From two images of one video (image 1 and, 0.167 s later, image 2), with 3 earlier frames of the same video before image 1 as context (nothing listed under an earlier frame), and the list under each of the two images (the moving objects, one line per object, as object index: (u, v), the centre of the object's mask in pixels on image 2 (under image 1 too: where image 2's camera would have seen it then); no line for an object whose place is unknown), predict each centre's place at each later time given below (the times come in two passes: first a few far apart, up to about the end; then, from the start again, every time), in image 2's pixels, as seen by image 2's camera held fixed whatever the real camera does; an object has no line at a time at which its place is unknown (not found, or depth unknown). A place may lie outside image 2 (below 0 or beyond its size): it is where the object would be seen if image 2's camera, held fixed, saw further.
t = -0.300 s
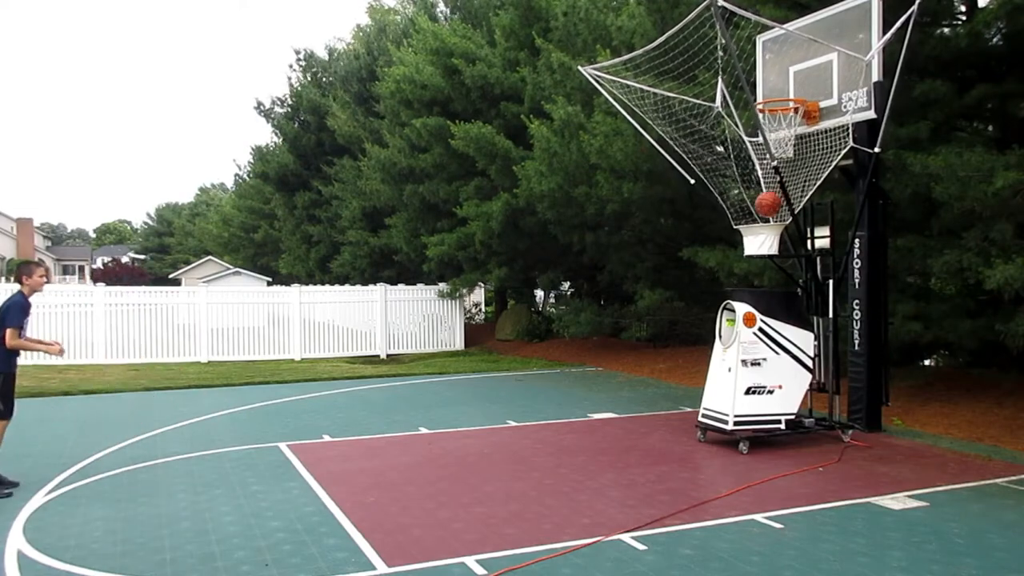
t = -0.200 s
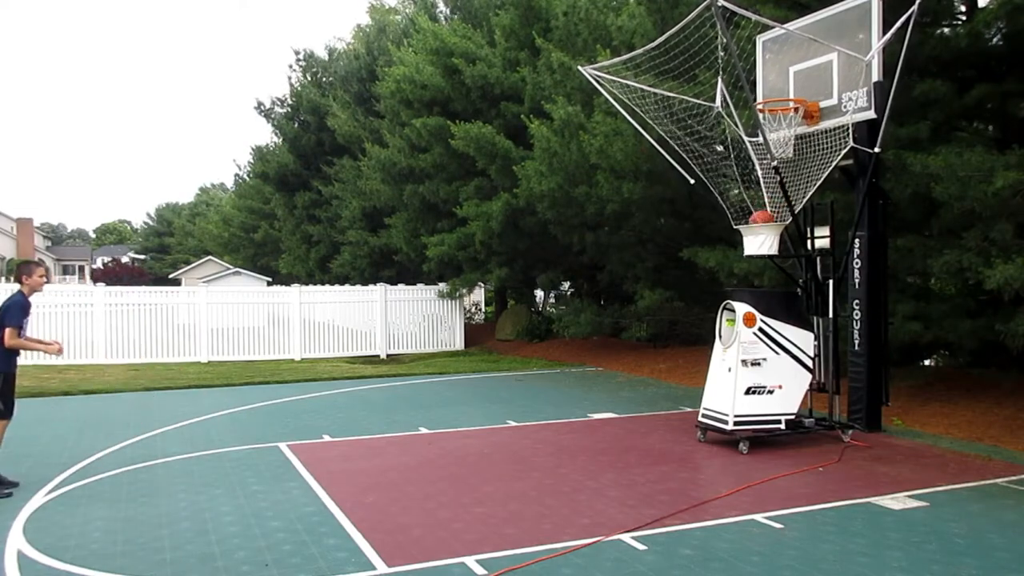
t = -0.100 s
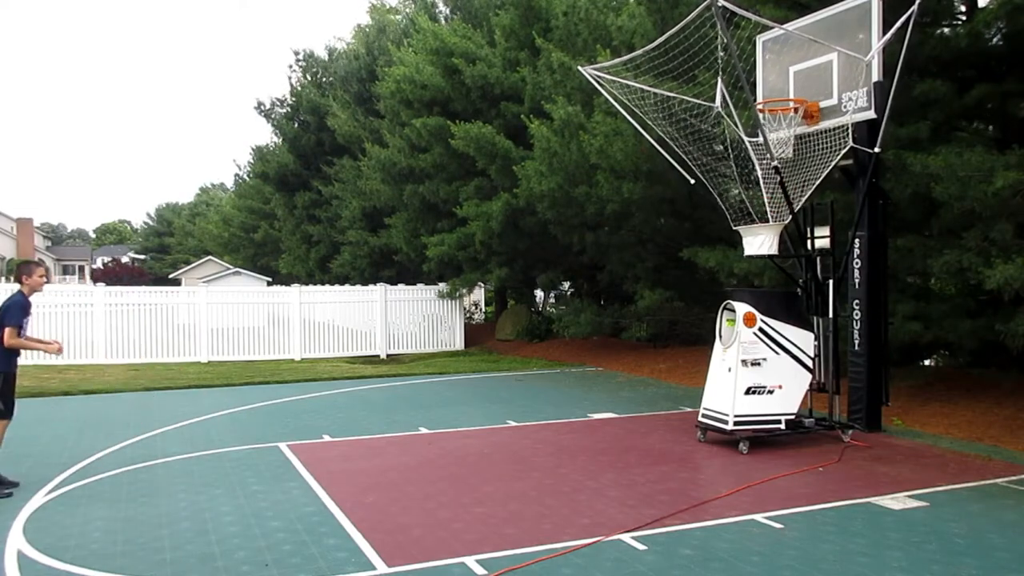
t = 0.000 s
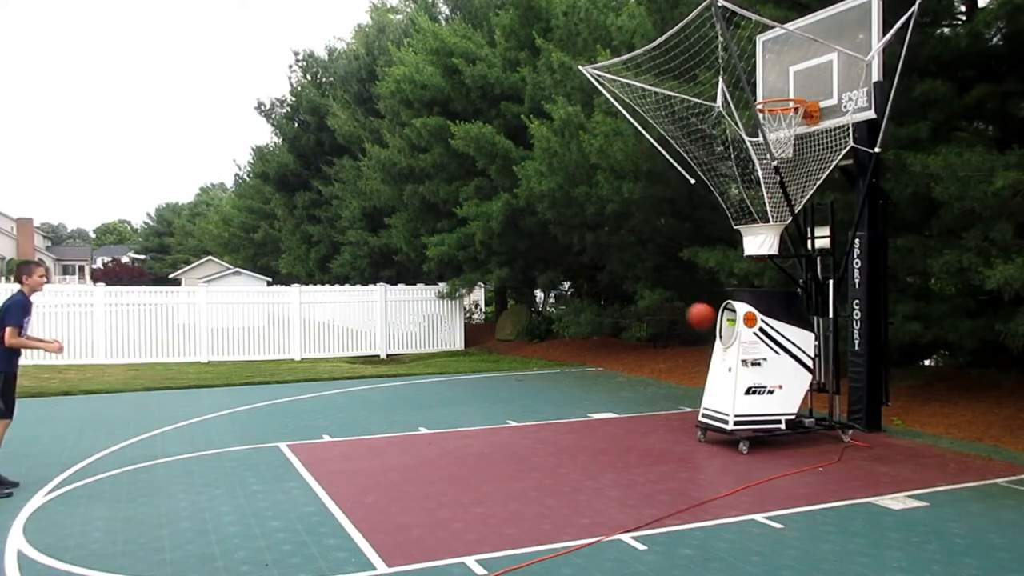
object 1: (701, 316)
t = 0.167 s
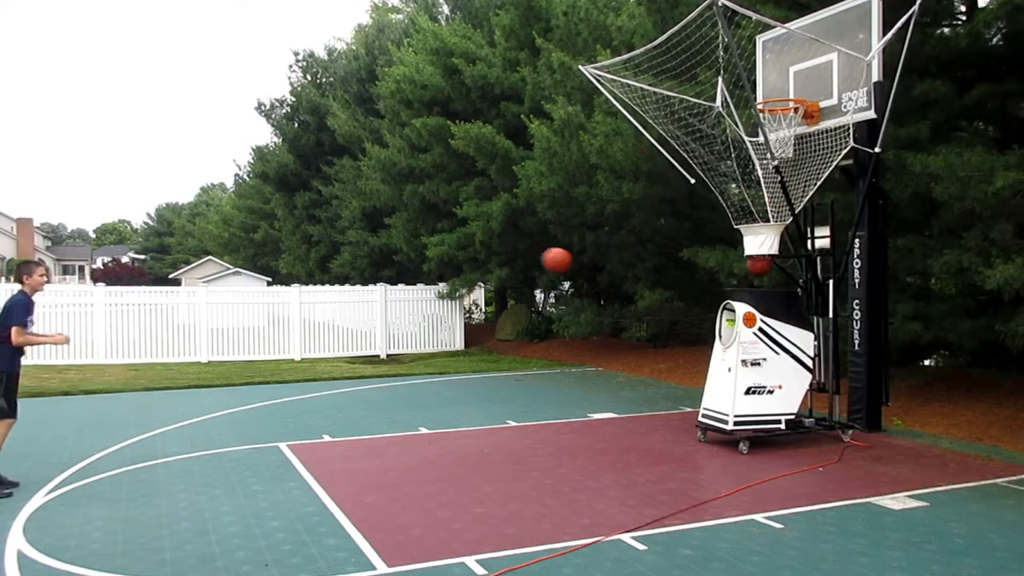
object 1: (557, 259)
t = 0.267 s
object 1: (462, 240)
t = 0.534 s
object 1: (188, 246)
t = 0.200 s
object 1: (526, 252)
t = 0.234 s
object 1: (495, 246)
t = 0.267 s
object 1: (462, 240)
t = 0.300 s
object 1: (431, 236)
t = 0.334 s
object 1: (399, 233)
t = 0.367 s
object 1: (365, 232)
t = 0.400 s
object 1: (331, 232)
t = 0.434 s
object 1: (296, 233)
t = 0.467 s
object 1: (262, 236)
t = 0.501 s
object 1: (225, 240)
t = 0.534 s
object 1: (188, 246)
